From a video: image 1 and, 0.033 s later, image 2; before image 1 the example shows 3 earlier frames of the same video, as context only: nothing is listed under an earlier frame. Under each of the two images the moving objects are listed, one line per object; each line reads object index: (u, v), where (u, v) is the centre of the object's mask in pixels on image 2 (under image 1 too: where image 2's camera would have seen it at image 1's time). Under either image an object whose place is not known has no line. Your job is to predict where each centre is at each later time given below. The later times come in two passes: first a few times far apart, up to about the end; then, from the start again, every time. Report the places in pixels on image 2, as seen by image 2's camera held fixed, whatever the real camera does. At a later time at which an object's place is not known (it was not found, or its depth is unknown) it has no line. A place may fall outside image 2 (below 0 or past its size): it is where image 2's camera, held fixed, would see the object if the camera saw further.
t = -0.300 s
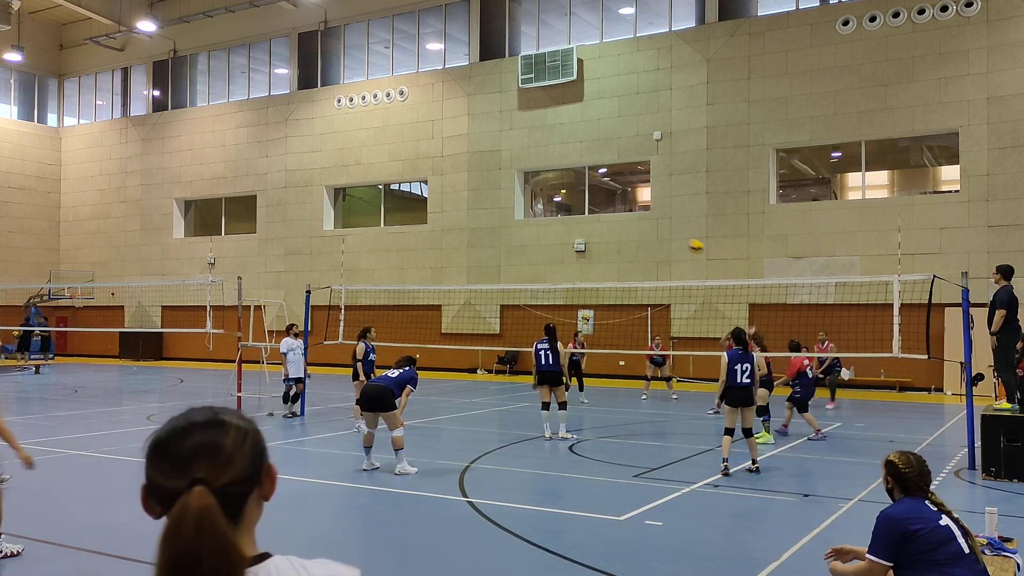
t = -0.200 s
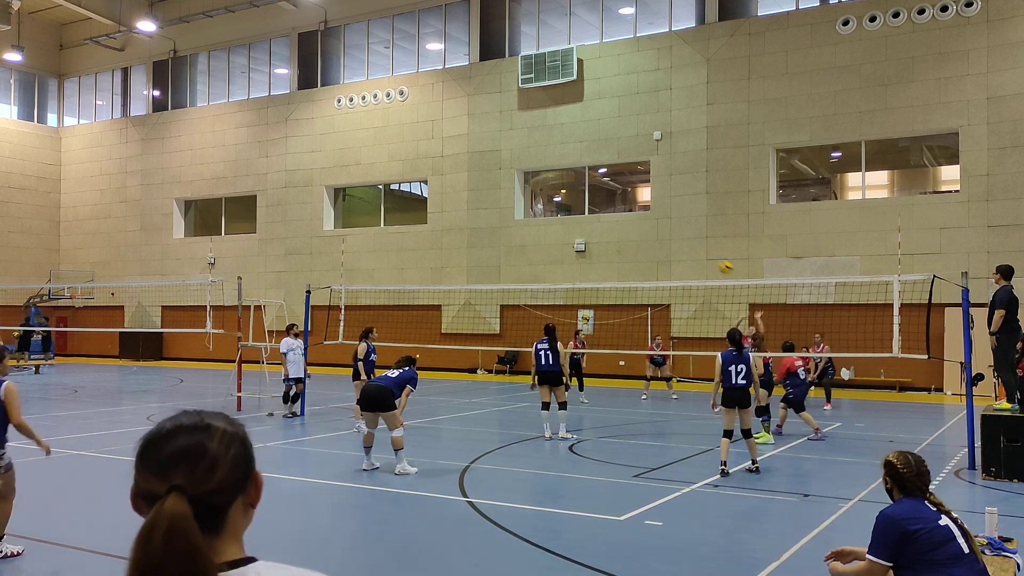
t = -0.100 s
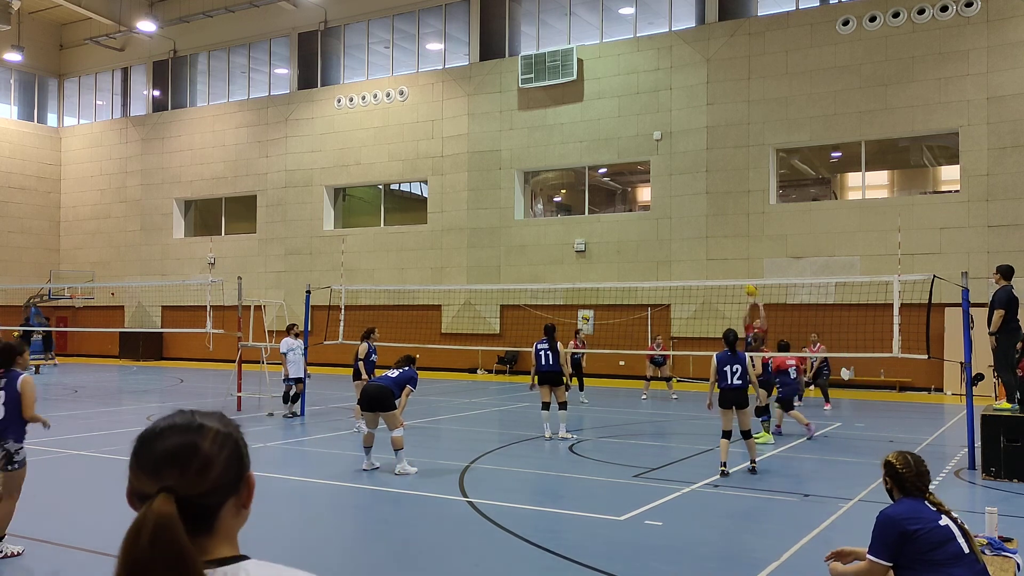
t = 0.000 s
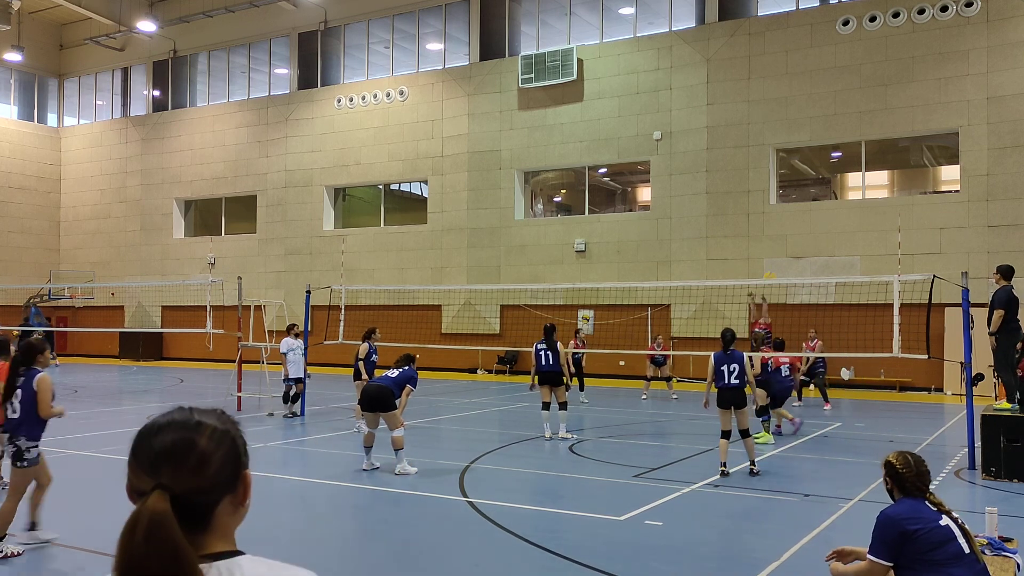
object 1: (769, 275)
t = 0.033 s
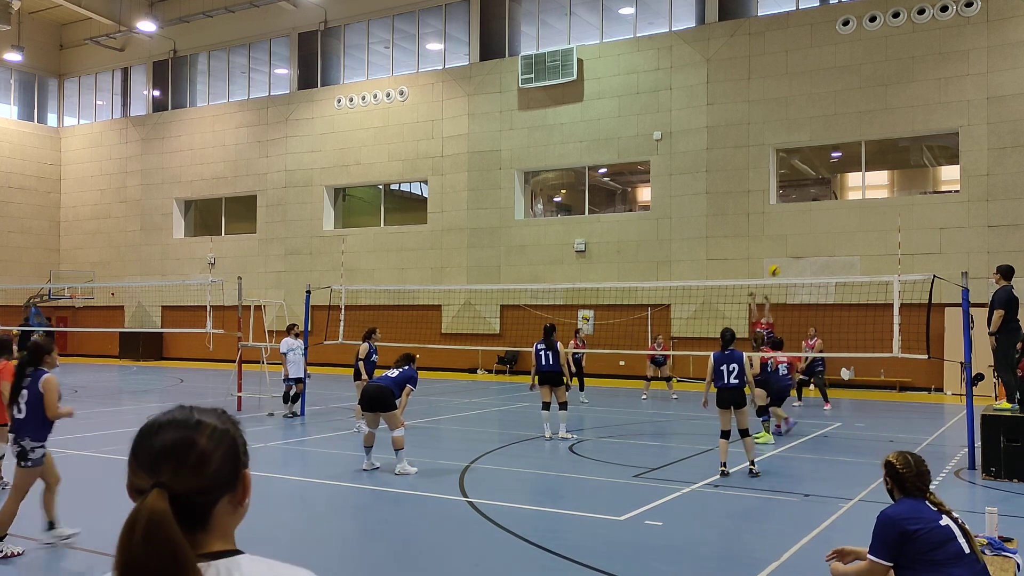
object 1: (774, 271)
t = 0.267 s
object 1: (809, 236)
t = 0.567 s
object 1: (852, 235)
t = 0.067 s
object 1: (779, 264)
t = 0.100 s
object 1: (784, 257)
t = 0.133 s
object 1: (789, 251)
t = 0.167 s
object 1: (793, 247)
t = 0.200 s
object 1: (799, 243)
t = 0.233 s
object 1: (804, 239)
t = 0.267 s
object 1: (809, 236)
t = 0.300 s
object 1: (814, 234)
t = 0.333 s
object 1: (819, 231)
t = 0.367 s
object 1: (824, 230)
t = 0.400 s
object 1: (829, 230)
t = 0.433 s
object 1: (834, 230)
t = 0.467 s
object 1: (839, 230)
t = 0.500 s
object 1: (843, 231)
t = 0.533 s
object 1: (849, 233)
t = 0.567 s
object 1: (852, 235)
